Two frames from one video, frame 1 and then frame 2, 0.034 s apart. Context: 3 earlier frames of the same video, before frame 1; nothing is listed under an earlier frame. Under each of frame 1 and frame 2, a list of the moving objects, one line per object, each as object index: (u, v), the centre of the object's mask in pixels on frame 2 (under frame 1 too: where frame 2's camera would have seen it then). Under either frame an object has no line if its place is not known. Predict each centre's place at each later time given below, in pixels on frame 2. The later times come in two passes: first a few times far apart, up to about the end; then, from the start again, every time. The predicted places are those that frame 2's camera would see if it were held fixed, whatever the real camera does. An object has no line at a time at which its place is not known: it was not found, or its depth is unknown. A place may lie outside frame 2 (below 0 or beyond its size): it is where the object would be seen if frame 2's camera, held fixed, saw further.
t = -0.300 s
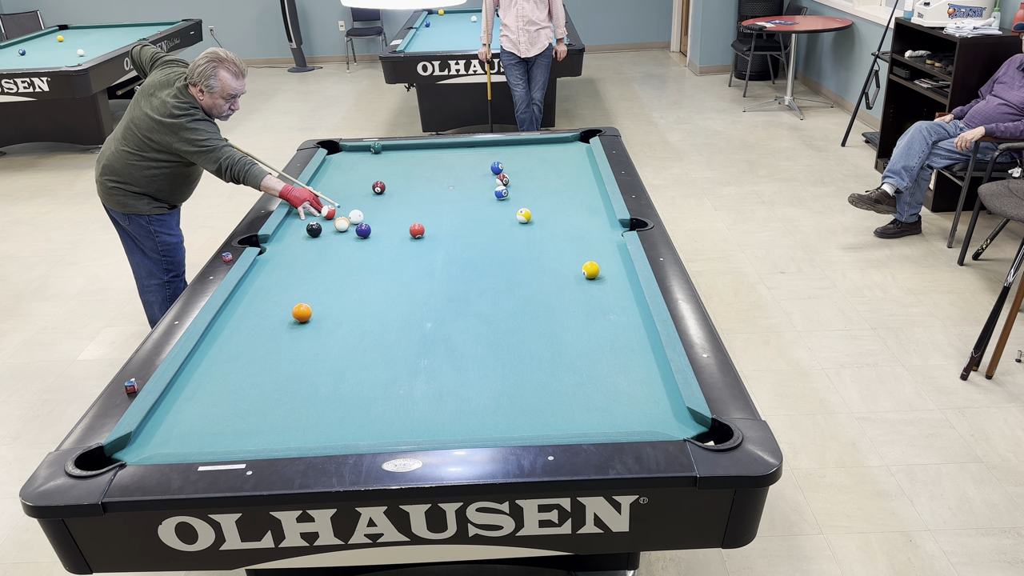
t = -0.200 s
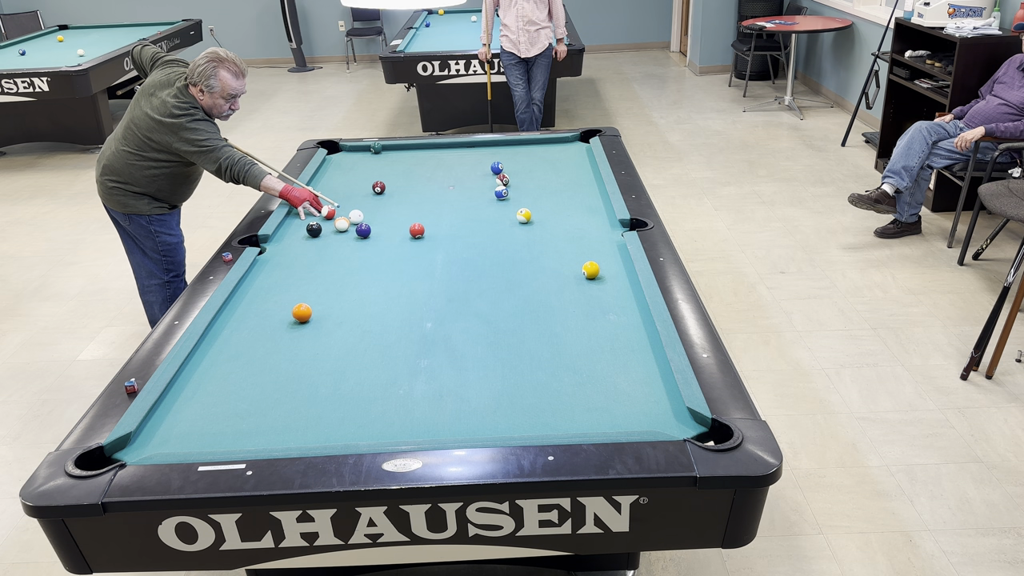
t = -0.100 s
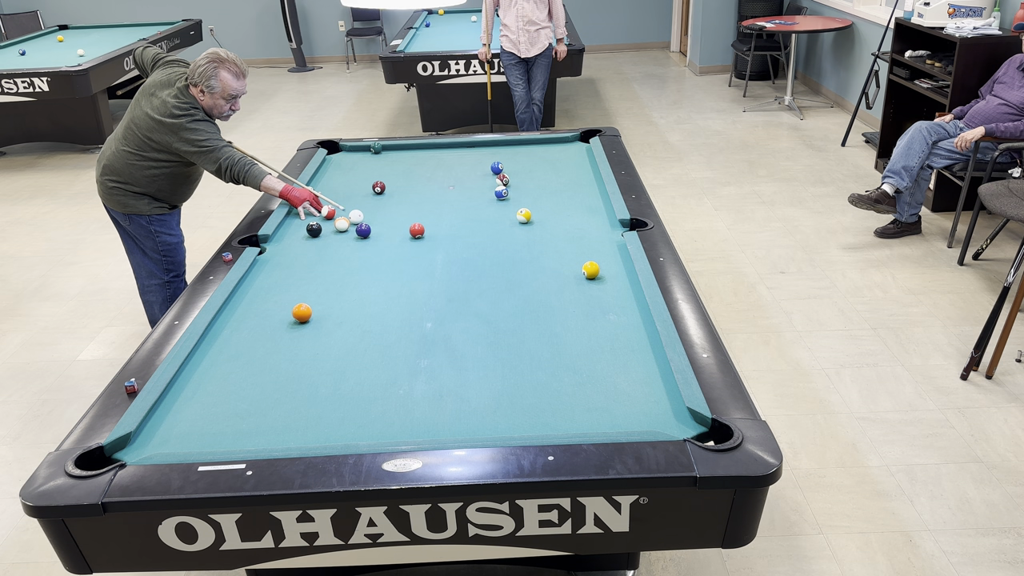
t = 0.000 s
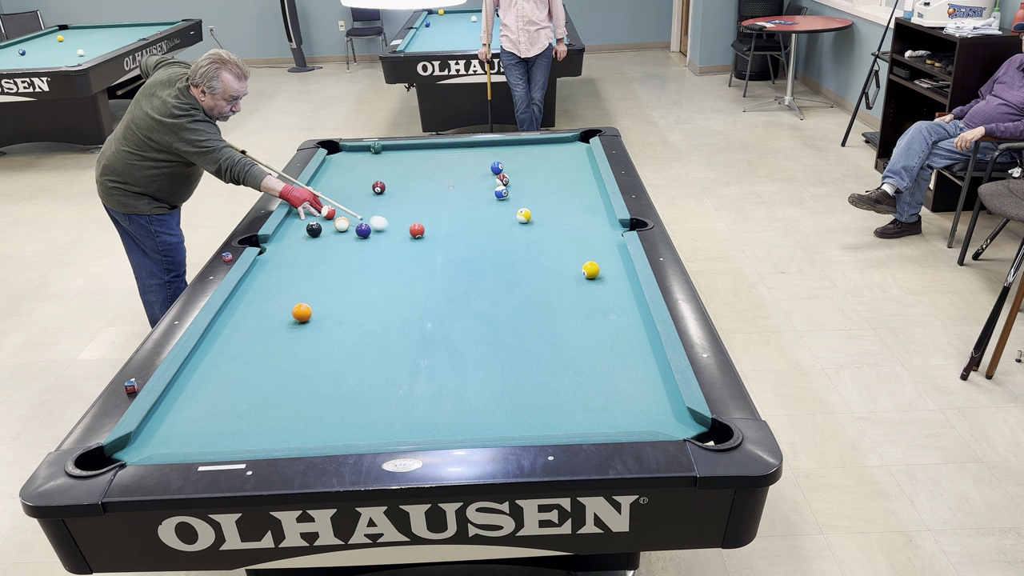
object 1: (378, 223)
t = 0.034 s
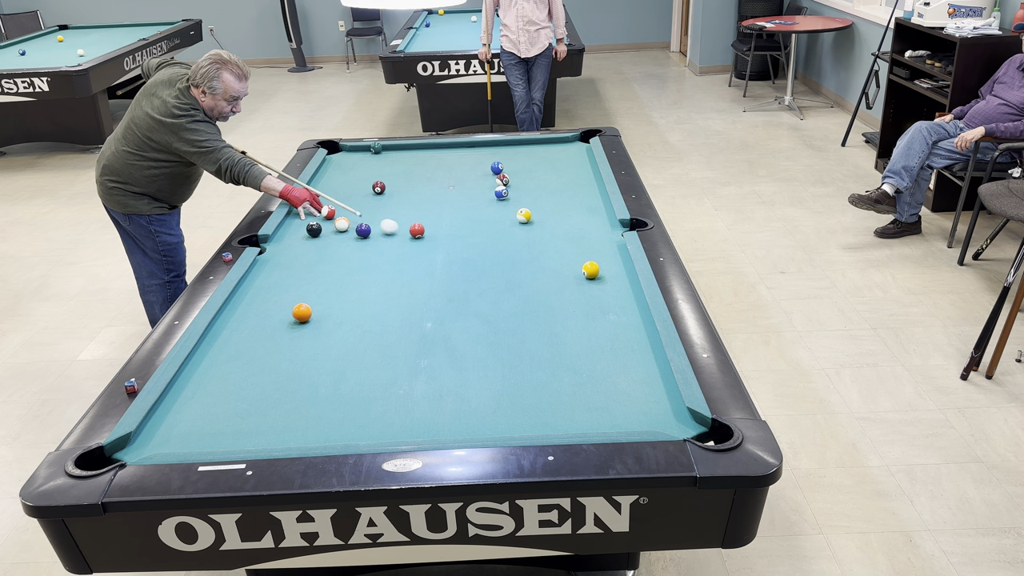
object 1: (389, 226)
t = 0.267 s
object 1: (403, 250)
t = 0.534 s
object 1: (413, 281)
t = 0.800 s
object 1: (424, 317)
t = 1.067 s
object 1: (437, 359)
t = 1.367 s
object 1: (455, 415)
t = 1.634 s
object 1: (462, 412)
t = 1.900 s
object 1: (466, 387)
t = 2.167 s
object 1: (467, 366)
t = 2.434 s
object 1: (469, 347)
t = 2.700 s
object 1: (469, 331)
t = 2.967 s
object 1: (470, 318)
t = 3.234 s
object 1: (470, 305)
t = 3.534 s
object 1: (470, 294)
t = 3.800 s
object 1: (470, 285)
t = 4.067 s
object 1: (470, 277)
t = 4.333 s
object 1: (470, 271)
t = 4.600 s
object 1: (470, 265)
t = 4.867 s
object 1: (469, 260)
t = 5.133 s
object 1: (469, 256)
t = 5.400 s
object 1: (469, 253)
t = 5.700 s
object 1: (469, 250)
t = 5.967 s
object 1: (469, 248)
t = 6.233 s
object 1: (468, 247)
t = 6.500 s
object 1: (468, 247)
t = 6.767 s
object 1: (468, 247)
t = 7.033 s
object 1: (468, 247)
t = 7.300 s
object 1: (468, 247)
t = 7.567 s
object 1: (468, 247)
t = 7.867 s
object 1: (468, 247)
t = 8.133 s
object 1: (468, 247)
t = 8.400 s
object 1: (468, 247)
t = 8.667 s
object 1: (468, 247)
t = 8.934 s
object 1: (468, 247)
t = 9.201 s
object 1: (467, 247)
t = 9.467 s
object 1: (468, 247)
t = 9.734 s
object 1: (468, 247)
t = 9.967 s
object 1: (468, 247)
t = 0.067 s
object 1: (399, 230)
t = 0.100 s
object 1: (400, 233)
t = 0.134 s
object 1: (400, 236)
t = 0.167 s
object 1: (400, 240)
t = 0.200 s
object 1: (401, 243)
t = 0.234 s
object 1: (402, 247)
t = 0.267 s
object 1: (403, 250)
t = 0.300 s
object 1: (404, 254)
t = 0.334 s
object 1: (405, 258)
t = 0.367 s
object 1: (406, 261)
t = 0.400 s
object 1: (407, 265)
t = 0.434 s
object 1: (409, 269)
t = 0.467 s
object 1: (410, 273)
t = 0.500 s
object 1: (411, 277)
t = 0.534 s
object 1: (413, 281)
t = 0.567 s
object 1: (414, 285)
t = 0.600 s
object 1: (415, 290)
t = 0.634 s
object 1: (417, 294)
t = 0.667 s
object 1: (418, 298)
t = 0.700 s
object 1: (419, 303)
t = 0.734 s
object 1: (421, 307)
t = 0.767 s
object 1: (422, 312)
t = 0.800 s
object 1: (424, 317)
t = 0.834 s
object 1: (426, 322)
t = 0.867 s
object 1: (427, 327)
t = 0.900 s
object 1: (429, 332)
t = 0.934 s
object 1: (430, 337)
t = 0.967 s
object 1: (432, 342)
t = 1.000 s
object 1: (434, 348)
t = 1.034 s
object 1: (435, 353)
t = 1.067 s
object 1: (437, 359)
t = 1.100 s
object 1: (439, 364)
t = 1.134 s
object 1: (441, 370)
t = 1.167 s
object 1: (442, 376)
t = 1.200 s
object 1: (444, 382)
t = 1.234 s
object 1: (446, 389)
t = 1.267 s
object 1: (448, 395)
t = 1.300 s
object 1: (450, 402)
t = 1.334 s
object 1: (452, 408)
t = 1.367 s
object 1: (455, 415)
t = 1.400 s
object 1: (457, 422)
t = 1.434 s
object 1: (459, 427)
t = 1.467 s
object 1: (460, 429)
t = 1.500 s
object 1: (461, 426)
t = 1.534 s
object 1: (461, 423)
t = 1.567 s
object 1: (462, 419)
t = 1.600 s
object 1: (462, 416)
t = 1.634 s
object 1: (462, 412)
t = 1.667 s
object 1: (463, 409)
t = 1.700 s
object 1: (463, 406)
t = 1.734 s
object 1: (464, 403)
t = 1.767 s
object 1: (464, 399)
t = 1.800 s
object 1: (465, 396)
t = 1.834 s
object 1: (465, 393)
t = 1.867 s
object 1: (465, 390)
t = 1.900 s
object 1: (466, 387)
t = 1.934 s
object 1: (466, 384)
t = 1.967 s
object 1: (466, 382)
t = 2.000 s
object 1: (467, 379)
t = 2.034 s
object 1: (467, 376)
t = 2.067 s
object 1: (467, 374)
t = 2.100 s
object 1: (467, 371)
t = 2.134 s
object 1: (468, 368)
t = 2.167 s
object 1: (467, 366)
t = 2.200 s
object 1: (468, 363)
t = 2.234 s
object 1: (468, 361)
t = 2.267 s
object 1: (468, 359)
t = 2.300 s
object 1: (468, 356)
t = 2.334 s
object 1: (468, 354)
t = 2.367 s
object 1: (468, 352)
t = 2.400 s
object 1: (469, 349)
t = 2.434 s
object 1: (469, 347)
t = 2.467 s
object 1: (469, 345)
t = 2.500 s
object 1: (469, 343)
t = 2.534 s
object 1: (469, 341)
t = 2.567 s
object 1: (469, 339)
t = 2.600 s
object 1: (469, 337)
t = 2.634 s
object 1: (469, 335)
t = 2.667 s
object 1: (469, 333)
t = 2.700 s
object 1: (469, 331)
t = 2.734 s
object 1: (469, 329)
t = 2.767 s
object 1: (469, 328)
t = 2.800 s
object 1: (469, 326)
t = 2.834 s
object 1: (469, 324)
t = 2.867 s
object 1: (469, 322)
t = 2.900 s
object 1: (469, 321)
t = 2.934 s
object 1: (470, 319)
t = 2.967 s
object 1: (470, 318)
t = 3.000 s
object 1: (470, 316)
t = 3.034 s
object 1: (470, 314)
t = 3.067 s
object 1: (470, 313)
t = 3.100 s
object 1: (470, 311)
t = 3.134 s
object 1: (470, 310)
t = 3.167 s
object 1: (470, 308)
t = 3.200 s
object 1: (470, 307)
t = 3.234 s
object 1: (470, 305)
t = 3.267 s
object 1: (470, 304)
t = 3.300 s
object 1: (470, 303)
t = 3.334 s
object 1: (470, 301)
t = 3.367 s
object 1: (470, 300)
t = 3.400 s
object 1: (470, 299)
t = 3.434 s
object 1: (470, 297)
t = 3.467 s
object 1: (470, 296)
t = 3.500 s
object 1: (470, 295)
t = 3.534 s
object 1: (470, 294)
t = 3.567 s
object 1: (470, 293)
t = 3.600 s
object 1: (470, 292)
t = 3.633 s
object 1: (470, 290)
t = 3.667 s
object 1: (469, 289)
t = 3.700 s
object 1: (470, 288)
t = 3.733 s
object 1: (469, 287)
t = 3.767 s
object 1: (469, 286)
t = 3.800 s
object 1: (470, 285)
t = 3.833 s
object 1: (470, 284)
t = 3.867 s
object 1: (469, 283)
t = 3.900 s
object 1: (469, 282)
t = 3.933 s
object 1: (470, 281)
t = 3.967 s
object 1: (469, 280)
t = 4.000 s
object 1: (470, 279)
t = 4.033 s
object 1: (469, 278)
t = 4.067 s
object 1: (470, 277)
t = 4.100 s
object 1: (470, 276)
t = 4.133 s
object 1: (470, 275)
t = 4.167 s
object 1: (470, 275)
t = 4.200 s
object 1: (470, 274)
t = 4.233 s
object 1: (470, 273)
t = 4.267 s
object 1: (470, 272)
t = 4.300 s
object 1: (470, 271)
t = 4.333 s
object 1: (470, 271)
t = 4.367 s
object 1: (470, 270)
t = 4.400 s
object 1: (470, 269)
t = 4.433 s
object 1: (470, 268)
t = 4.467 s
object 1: (470, 268)
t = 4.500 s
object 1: (470, 267)
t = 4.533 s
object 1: (470, 266)
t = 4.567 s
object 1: (470, 266)
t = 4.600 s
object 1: (470, 265)
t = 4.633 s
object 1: (470, 264)
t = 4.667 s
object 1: (470, 264)
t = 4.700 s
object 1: (470, 263)
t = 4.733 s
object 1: (470, 263)
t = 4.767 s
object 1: (469, 262)
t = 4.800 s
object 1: (469, 261)
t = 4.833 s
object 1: (469, 261)
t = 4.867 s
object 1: (469, 260)
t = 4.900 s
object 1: (469, 260)
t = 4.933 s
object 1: (469, 259)
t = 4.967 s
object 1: (469, 259)
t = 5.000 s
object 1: (469, 258)
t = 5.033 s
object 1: (469, 257)
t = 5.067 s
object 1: (469, 257)
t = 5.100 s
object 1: (469, 257)
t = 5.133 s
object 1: (469, 256)
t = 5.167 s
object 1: (469, 256)
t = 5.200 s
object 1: (469, 255)
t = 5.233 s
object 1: (469, 255)
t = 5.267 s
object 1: (469, 254)
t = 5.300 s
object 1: (469, 254)
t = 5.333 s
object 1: (469, 254)
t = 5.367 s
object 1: (469, 253)
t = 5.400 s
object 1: (469, 253)
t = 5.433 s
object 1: (469, 253)
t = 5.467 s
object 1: (469, 252)
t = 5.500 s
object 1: (469, 252)
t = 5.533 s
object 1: (469, 252)
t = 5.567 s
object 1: (469, 251)
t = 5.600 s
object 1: (469, 251)
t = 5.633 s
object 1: (469, 251)
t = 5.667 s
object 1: (469, 250)
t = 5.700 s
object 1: (469, 250)
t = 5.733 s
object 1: (469, 250)
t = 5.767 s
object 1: (469, 250)
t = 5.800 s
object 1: (469, 249)
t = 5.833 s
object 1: (469, 249)
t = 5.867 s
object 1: (469, 249)
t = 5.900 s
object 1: (469, 249)
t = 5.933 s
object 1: (469, 249)
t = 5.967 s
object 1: (469, 248)
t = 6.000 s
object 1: (469, 248)
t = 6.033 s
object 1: (469, 248)
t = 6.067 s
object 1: (468, 248)
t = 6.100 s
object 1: (468, 248)
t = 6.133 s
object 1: (468, 248)
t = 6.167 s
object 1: (468, 248)
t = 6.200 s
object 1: (468, 247)
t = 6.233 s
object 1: (468, 247)
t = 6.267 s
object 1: (468, 247)
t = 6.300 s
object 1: (468, 247)
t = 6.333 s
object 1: (468, 247)
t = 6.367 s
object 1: (468, 247)
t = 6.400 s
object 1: (468, 247)
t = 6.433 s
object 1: (468, 247)
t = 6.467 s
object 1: (468, 247)
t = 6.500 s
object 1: (468, 247)
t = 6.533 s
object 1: (468, 247)
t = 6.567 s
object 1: (468, 247)
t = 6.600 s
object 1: (468, 247)
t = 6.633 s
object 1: (468, 247)
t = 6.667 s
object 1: (468, 247)
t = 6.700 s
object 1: (468, 247)
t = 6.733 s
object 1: (468, 247)
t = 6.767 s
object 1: (468, 247)
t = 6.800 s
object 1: (468, 247)
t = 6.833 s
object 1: (467, 247)
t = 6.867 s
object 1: (468, 247)
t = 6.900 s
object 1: (468, 247)
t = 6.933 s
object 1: (468, 247)
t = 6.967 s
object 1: (468, 247)
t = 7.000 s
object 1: (468, 247)
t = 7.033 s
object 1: (468, 247)
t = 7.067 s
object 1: (468, 247)
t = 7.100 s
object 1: (468, 247)
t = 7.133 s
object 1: (468, 247)
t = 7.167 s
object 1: (468, 247)
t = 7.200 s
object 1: (468, 247)
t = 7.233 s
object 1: (468, 247)
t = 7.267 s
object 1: (468, 247)
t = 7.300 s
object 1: (468, 247)
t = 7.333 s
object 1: (468, 247)
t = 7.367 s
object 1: (468, 247)
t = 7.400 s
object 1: (468, 247)
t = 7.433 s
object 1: (468, 247)
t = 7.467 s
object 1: (468, 247)
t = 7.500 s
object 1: (468, 247)
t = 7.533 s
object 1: (468, 247)
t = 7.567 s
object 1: (468, 247)
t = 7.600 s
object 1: (468, 247)
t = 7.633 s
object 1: (468, 247)
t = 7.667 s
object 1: (468, 247)
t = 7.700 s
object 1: (468, 247)
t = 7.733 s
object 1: (468, 247)
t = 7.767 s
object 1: (468, 247)
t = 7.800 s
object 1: (468, 247)
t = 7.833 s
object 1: (468, 247)
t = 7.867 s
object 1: (468, 247)
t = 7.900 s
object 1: (468, 247)
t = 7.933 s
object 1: (468, 247)
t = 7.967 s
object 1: (468, 247)
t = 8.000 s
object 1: (468, 247)
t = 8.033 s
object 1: (468, 247)
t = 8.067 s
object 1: (468, 247)
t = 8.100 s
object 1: (468, 247)
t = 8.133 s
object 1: (468, 247)
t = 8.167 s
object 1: (468, 247)
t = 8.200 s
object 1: (468, 247)
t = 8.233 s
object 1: (468, 247)
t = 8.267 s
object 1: (468, 247)
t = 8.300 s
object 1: (468, 247)
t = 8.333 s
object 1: (468, 247)
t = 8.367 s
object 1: (468, 247)
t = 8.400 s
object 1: (468, 247)
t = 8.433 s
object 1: (468, 247)
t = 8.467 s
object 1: (468, 247)
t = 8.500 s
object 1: (468, 247)
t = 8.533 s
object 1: (468, 247)
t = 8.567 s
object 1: (468, 247)
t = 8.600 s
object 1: (468, 247)
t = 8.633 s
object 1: (468, 247)
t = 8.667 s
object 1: (468, 247)
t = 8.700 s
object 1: (468, 247)
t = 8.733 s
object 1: (468, 247)
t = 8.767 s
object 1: (468, 247)
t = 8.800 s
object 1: (468, 247)
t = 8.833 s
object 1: (468, 247)
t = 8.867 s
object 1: (468, 247)
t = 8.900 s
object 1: (468, 247)
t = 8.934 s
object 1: (468, 247)
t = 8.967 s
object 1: (468, 247)
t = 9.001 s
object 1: (468, 247)
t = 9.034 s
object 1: (468, 247)
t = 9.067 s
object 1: (468, 247)
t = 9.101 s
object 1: (468, 247)
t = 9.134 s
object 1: (468, 247)
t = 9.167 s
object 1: (467, 247)
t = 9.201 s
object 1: (467, 247)
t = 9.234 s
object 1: (467, 247)
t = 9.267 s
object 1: (467, 247)
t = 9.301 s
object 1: (467, 247)
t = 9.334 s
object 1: (467, 247)
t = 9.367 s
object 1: (468, 247)
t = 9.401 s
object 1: (468, 247)
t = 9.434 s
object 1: (468, 247)
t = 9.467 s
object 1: (468, 247)
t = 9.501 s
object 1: (468, 247)
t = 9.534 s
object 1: (468, 247)
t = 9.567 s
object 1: (468, 247)
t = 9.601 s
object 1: (468, 247)
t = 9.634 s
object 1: (468, 247)
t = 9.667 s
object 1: (468, 247)
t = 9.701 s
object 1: (468, 247)
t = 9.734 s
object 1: (468, 247)
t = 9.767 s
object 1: (468, 247)
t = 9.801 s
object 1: (468, 247)
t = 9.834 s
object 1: (468, 247)
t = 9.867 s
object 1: (468, 247)
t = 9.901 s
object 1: (468, 247)
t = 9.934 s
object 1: (468, 247)
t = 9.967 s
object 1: (468, 247)
